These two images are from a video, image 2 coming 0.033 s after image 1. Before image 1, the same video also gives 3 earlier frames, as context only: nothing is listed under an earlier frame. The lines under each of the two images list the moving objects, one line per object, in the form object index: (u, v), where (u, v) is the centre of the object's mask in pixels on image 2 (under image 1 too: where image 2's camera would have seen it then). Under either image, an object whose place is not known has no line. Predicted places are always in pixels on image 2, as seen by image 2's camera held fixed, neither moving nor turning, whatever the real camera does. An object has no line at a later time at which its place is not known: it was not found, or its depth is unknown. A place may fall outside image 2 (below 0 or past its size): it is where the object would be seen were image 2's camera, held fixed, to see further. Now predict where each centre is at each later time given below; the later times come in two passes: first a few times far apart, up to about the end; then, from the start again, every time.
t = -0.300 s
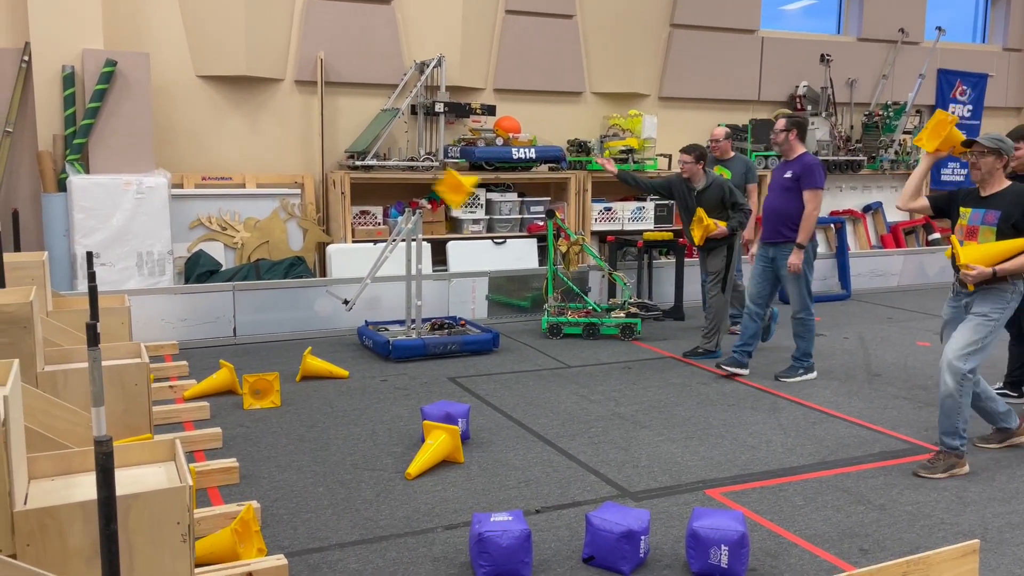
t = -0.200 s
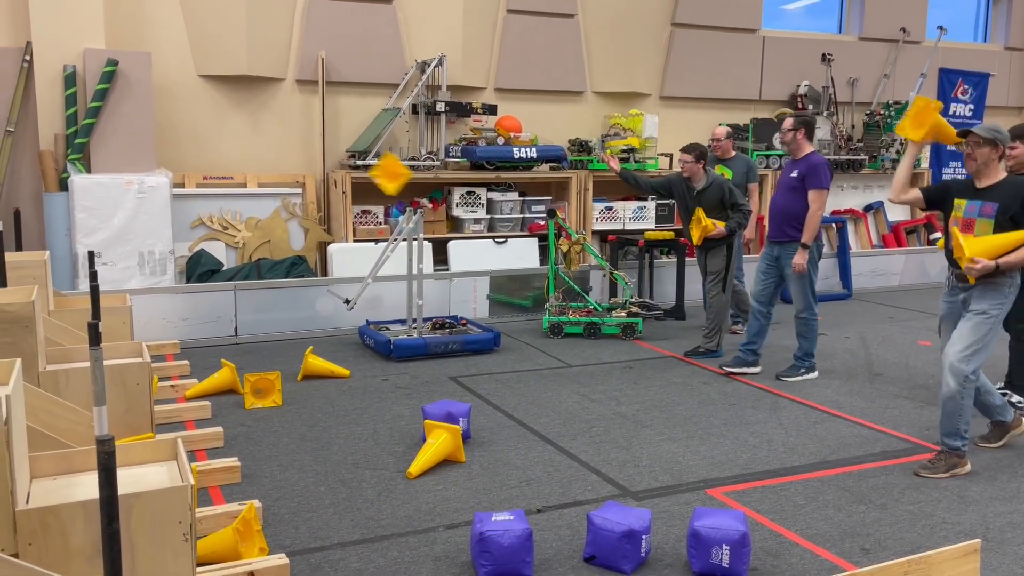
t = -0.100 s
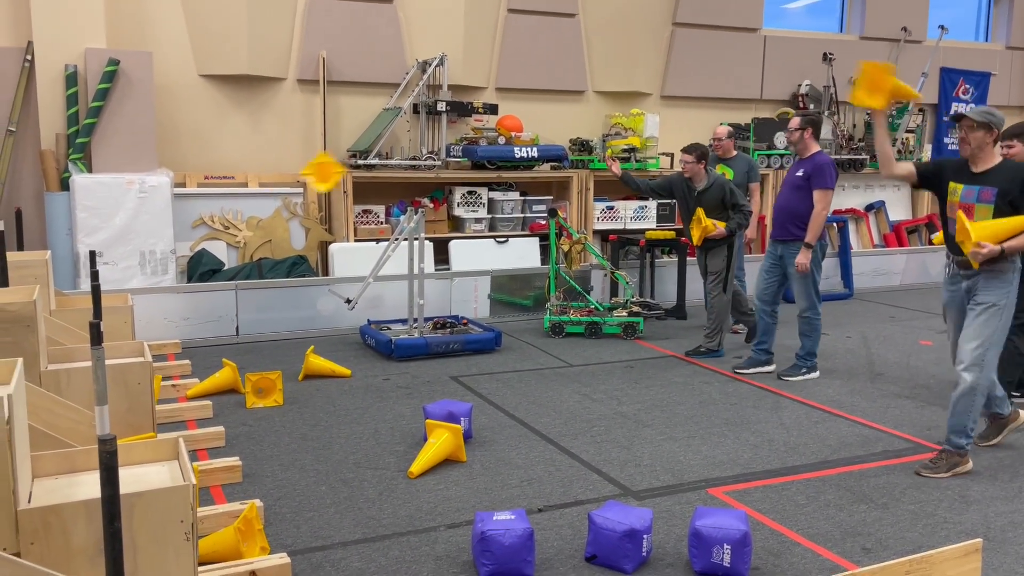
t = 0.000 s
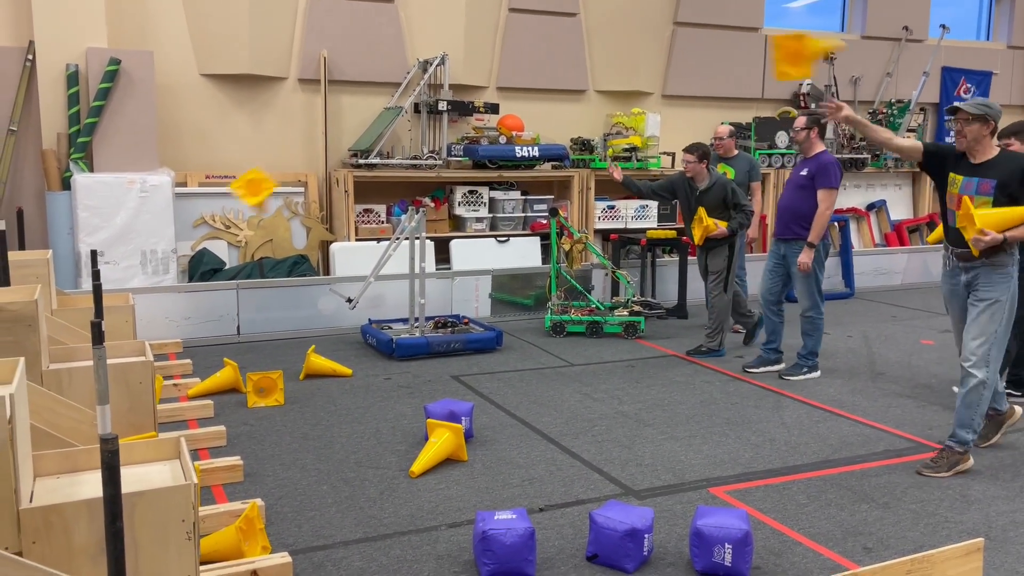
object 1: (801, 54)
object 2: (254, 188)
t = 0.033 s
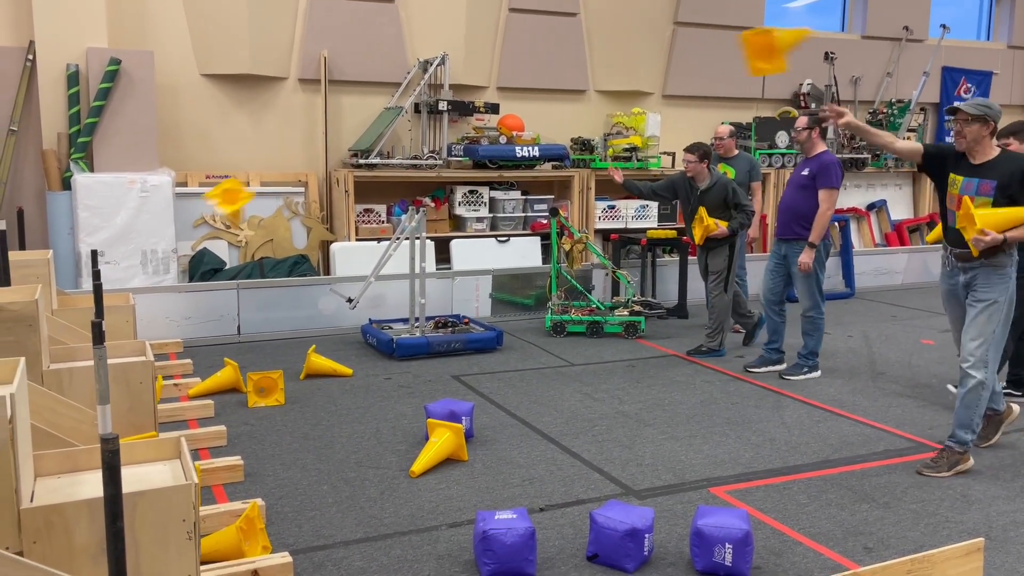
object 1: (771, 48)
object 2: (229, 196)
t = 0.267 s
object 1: (547, 57)
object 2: (79, 303)
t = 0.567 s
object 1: (174, 284)
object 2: (50, 310)
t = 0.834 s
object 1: (218, 419)
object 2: (76, 320)
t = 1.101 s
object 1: (354, 537)
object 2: (155, 346)
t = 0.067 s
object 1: (741, 43)
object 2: (204, 210)
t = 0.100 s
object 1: (713, 39)
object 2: (181, 222)
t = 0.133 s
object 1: (682, 38)
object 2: (156, 245)
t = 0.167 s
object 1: (650, 41)
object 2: (131, 260)
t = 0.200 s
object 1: (616, 44)
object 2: (111, 274)
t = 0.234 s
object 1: (583, 48)
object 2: (92, 290)
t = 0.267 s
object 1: (547, 57)
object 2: (79, 303)
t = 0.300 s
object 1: (511, 68)
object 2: (73, 307)
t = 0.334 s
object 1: (472, 81)
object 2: (65, 306)
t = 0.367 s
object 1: (433, 102)
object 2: (58, 310)
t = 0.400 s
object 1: (391, 121)
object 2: (54, 304)
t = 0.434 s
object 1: (350, 145)
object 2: (51, 301)
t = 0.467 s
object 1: (307, 173)
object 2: (49, 299)
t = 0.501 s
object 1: (264, 209)
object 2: (48, 299)
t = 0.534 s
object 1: (218, 245)
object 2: (48, 302)
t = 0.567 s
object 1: (174, 284)
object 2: (50, 310)
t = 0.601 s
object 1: (127, 329)
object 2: (49, 312)
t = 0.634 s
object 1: (110, 349)
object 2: (48, 312)
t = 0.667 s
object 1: (126, 349)
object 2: (49, 312)
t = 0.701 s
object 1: (146, 360)
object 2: (52, 313)
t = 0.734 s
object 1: (165, 371)
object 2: (53, 313)
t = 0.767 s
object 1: (184, 385)
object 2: (57, 314)
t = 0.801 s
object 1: (202, 400)
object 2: (67, 317)
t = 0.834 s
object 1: (218, 419)
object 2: (76, 320)
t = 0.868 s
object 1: (235, 437)
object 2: (83, 322)
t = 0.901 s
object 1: (252, 455)
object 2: (89, 323)
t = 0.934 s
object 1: (272, 477)
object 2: (107, 331)
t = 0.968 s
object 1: (291, 504)
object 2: (114, 334)
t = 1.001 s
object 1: (310, 529)
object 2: (128, 338)
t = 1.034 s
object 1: (332, 544)
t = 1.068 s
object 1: (344, 542)
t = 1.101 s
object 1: (354, 537)
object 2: (155, 346)
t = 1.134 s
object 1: (363, 534)
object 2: (158, 351)
